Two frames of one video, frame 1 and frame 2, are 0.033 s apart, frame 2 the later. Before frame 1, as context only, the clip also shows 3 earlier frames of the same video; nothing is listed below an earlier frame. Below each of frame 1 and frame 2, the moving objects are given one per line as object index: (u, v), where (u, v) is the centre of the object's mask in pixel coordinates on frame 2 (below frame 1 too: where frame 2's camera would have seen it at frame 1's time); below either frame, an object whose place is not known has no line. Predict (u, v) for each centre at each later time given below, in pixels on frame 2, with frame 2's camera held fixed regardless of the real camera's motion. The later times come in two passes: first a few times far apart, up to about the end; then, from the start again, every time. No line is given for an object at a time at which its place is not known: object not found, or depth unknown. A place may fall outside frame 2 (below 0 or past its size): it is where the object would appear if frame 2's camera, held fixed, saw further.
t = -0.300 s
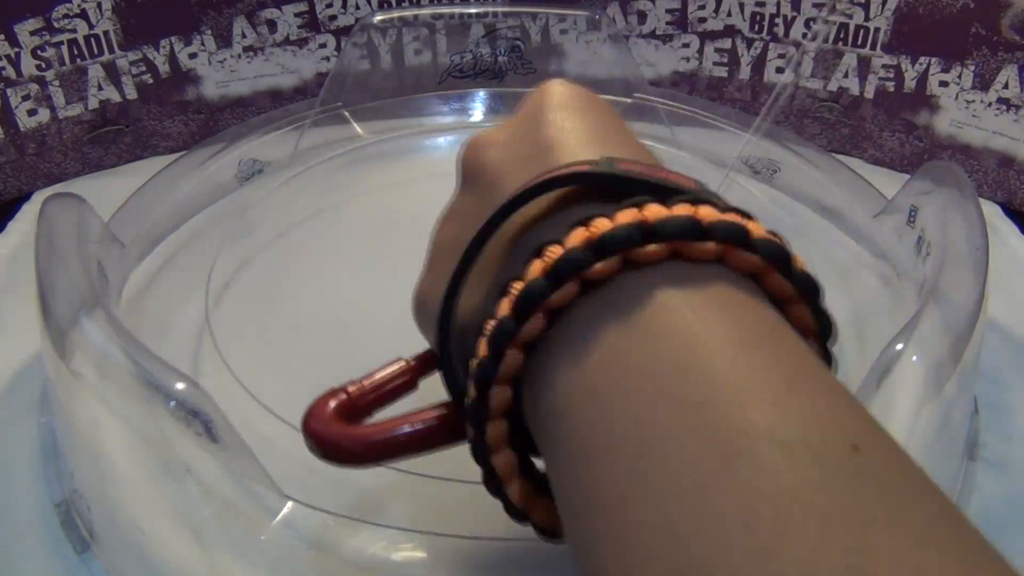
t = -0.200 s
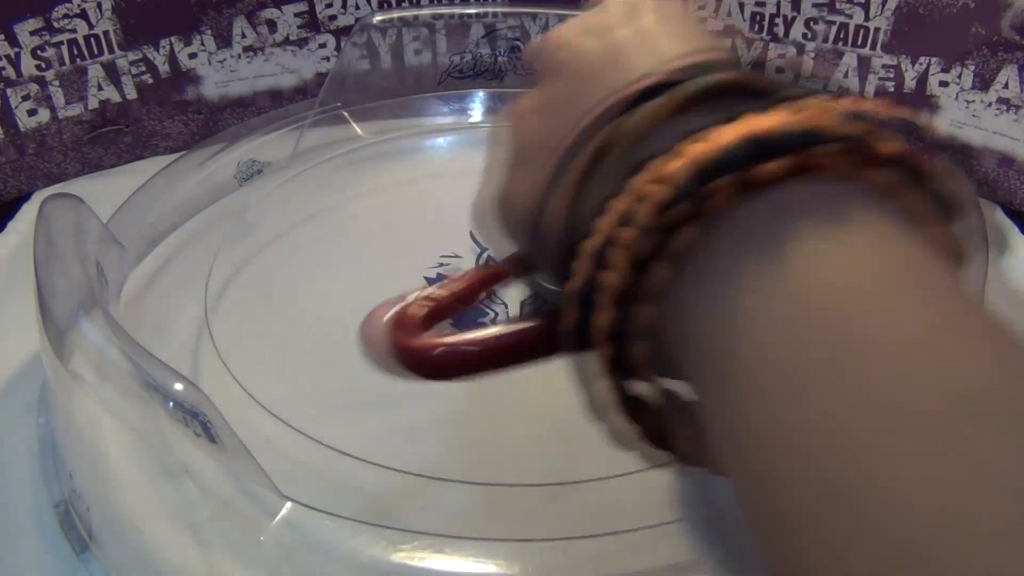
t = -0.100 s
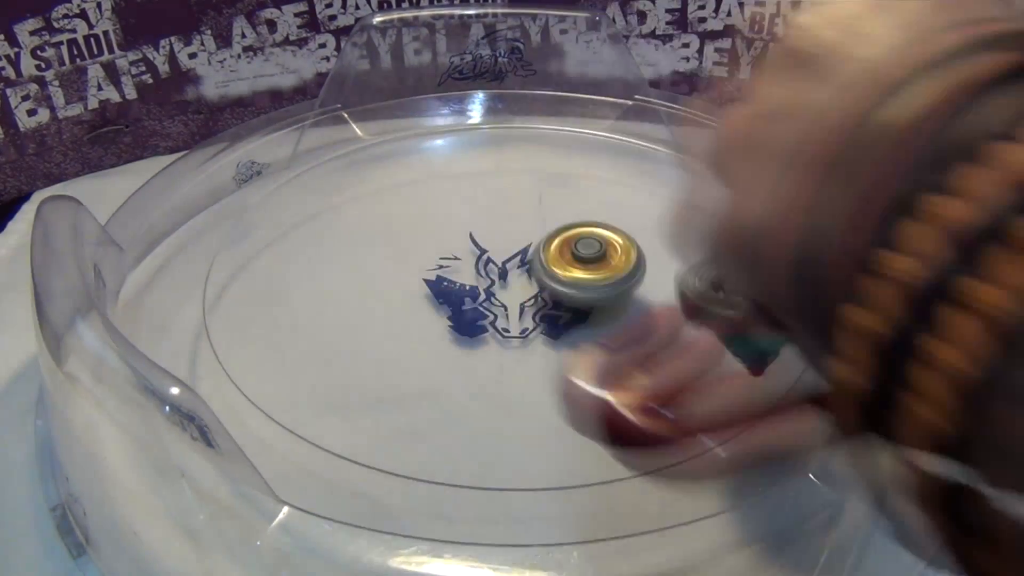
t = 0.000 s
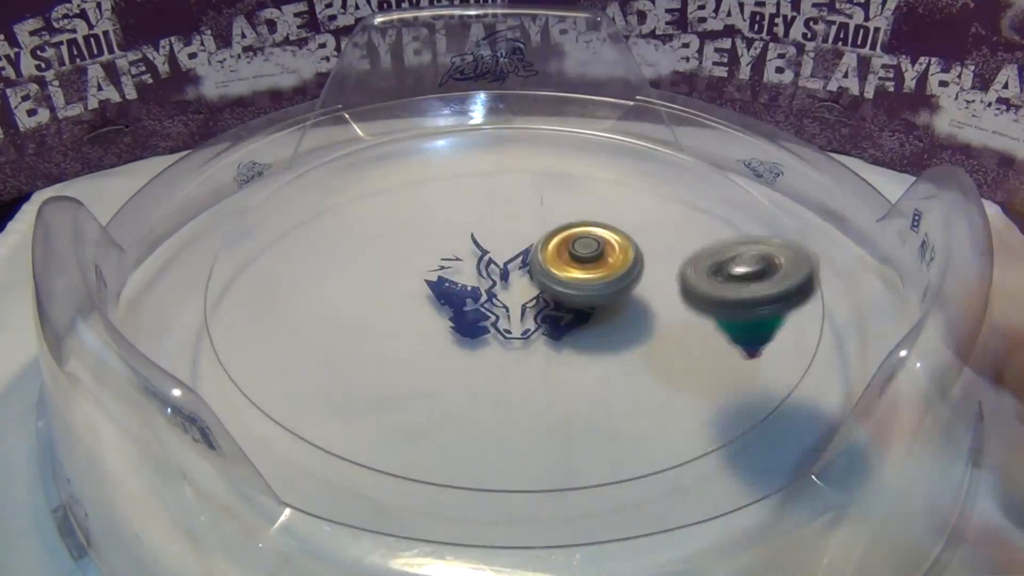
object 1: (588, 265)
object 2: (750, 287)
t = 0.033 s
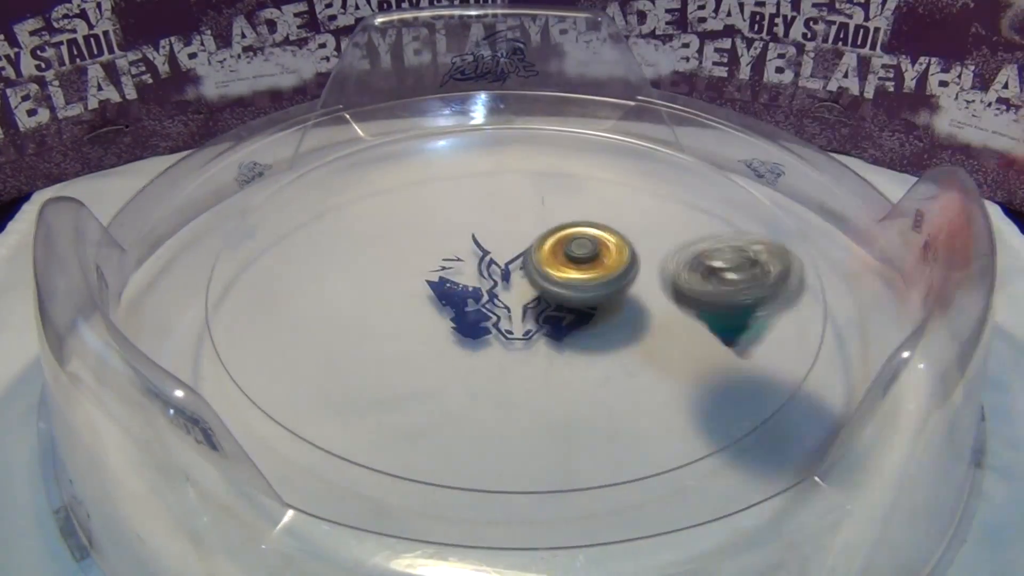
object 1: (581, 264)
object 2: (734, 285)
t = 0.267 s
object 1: (427, 188)
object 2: (554, 307)
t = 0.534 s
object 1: (379, 223)
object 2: (598, 370)
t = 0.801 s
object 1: (425, 181)
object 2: (593, 206)
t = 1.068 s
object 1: (475, 155)
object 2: (599, 256)
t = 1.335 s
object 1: (529, 212)
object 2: (629, 317)
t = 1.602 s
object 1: (493, 240)
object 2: (624, 278)
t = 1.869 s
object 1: (362, 137)
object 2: (640, 393)
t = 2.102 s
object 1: (365, 203)
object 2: (665, 346)
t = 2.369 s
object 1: (374, 220)
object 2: (520, 399)
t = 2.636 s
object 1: (462, 198)
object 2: (722, 384)
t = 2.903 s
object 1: (513, 237)
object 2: (610, 270)
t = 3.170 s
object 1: (467, 208)
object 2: (444, 285)
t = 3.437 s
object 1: (448, 247)
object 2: (518, 340)
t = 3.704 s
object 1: (433, 220)
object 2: (600, 257)
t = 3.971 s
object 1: (472, 232)
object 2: (612, 251)
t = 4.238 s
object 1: (463, 194)
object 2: (638, 338)
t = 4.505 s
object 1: (489, 260)
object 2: (645, 374)
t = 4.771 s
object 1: (575, 325)
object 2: (488, 339)
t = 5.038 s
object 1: (629, 298)
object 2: (289, 276)
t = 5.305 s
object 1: (542, 321)
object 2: (361, 233)
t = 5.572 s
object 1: (464, 336)
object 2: (517, 171)
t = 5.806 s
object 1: (465, 326)
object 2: (584, 157)
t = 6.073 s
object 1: (474, 304)
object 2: (630, 261)
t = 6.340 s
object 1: (459, 280)
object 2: (653, 348)
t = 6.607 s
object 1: (447, 263)
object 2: (508, 338)
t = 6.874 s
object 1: (460, 255)
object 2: (348, 268)
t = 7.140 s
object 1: (490, 244)
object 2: (372, 229)
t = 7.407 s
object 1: (720, 253)
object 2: (305, 210)
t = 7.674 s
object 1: (629, 289)
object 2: (476, 264)
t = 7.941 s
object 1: (713, 330)
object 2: (428, 228)
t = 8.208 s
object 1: (571, 312)
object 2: (401, 240)
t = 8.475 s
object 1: (561, 333)
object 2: (408, 217)
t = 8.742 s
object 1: (502, 338)
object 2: (462, 246)
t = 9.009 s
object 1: (423, 342)
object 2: (588, 229)
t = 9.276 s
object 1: (432, 303)
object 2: (580, 242)
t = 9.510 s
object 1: (443, 255)
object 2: (534, 285)
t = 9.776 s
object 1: (470, 233)
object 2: (514, 304)
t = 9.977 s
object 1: (512, 228)
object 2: (493, 283)
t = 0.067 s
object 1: (576, 264)
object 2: (706, 274)
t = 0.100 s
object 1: (566, 265)
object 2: (671, 267)
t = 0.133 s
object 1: (538, 247)
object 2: (635, 259)
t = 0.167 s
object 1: (511, 230)
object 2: (622, 266)
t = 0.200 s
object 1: (483, 217)
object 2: (602, 285)
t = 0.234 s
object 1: (452, 200)
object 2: (580, 292)
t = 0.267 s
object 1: (427, 188)
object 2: (554, 307)
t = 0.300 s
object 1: (407, 179)
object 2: (531, 323)
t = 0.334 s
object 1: (390, 172)
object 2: (519, 339)
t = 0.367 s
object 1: (377, 172)
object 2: (518, 355)
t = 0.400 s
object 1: (369, 175)
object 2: (531, 371)
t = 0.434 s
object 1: (365, 182)
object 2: (555, 381)
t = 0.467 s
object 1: (364, 191)
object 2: (574, 382)
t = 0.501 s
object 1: (370, 208)
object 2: (589, 378)
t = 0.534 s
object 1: (379, 223)
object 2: (598, 370)
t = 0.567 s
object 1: (392, 241)
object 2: (607, 359)
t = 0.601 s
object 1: (404, 256)
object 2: (609, 343)
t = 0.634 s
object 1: (424, 275)
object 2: (600, 323)
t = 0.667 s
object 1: (442, 290)
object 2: (577, 303)
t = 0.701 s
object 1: (445, 275)
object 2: (567, 245)
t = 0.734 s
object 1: (439, 223)
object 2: (576, 213)
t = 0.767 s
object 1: (431, 189)
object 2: (586, 201)
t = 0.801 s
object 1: (425, 181)
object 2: (593, 206)
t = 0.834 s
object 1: (422, 192)
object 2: (603, 234)
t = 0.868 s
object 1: (421, 197)
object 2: (611, 296)
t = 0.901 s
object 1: (424, 165)
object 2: (611, 278)
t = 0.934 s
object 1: (431, 151)
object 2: (607, 264)
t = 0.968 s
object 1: (437, 159)
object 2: (604, 269)
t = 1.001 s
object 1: (446, 178)
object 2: (600, 295)
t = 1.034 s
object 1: (458, 160)
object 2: (602, 276)
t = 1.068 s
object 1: (475, 155)
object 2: (599, 256)
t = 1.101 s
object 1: (490, 172)
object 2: (598, 255)
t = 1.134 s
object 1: (506, 207)
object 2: (594, 270)
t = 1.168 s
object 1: (516, 209)
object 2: (592, 258)
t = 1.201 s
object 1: (519, 219)
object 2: (591, 253)
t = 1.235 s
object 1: (532, 218)
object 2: (593, 268)
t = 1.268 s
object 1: (536, 203)
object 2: (599, 290)
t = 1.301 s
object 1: (534, 197)
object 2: (612, 304)
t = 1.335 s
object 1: (529, 212)
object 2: (629, 317)
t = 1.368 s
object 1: (526, 203)
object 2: (651, 323)
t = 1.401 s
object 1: (521, 194)
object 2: (673, 323)
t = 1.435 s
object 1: (517, 207)
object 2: (691, 318)
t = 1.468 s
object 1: (512, 206)
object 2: (698, 310)
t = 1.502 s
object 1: (508, 208)
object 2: (694, 299)
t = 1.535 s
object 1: (503, 223)
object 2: (679, 291)
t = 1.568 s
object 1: (498, 230)
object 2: (655, 283)
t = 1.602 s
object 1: (493, 240)
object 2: (624, 278)
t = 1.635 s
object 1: (485, 249)
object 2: (585, 278)
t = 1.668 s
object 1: (467, 241)
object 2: (564, 286)
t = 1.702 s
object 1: (439, 210)
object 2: (561, 322)
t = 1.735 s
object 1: (416, 190)
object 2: (567, 345)
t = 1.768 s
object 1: (397, 169)
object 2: (582, 366)
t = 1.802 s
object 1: (381, 154)
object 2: (605, 381)
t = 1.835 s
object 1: (371, 138)
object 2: (629, 396)
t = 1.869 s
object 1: (362, 137)
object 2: (640, 393)
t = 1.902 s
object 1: (357, 133)
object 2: (649, 394)
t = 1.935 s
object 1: (355, 138)
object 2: (661, 391)
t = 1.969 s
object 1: (353, 143)
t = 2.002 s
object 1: (354, 153)
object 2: (691, 381)
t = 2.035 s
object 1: (356, 168)
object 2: (699, 365)
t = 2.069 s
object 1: (360, 185)
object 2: (688, 356)
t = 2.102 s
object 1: (365, 203)
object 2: (665, 346)
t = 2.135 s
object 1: (373, 225)
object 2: (634, 337)
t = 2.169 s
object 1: (383, 245)
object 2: (592, 327)
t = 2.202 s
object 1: (394, 264)
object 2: (548, 320)
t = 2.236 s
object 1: (404, 283)
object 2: (503, 309)
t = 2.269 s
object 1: (398, 257)
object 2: (503, 297)
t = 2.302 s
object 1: (390, 229)
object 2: (504, 308)
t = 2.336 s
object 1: (378, 224)
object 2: (506, 340)
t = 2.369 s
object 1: (374, 220)
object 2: (520, 399)
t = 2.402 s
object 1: (378, 186)
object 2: (555, 386)
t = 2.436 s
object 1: (382, 176)
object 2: (586, 396)
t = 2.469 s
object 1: (388, 186)
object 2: (616, 431)
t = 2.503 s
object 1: (401, 180)
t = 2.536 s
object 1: (414, 174)
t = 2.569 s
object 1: (428, 187)
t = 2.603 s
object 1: (447, 195)
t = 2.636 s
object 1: (462, 198)
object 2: (722, 384)
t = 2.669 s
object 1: (481, 217)
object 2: (718, 359)
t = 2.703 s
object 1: (500, 227)
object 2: (706, 342)
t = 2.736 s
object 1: (521, 237)
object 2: (687, 322)
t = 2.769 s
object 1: (538, 248)
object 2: (663, 304)
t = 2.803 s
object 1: (541, 265)
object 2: (633, 283)
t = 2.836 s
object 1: (531, 246)
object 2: (623, 258)
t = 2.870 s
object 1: (521, 234)
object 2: (616, 255)
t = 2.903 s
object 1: (513, 237)
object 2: (610, 270)
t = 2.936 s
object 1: (506, 226)
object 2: (598, 278)
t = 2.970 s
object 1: (494, 224)
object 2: (583, 267)
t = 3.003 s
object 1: (486, 222)
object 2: (567, 270)
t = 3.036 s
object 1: (476, 217)
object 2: (542, 263)
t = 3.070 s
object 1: (470, 215)
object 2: (513, 265)
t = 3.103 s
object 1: (467, 210)
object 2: (492, 266)
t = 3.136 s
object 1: (468, 207)
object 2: (466, 275)
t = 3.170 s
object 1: (467, 208)
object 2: (444, 285)
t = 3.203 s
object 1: (466, 210)
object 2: (429, 296)
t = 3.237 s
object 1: (465, 211)
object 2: (418, 309)
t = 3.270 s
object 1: (464, 214)
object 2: (417, 322)
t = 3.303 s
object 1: (461, 219)
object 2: (424, 335)
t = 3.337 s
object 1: (458, 225)
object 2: (440, 345)
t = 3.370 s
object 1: (454, 232)
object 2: (465, 351)
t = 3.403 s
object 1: (451, 238)
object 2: (493, 349)
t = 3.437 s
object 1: (448, 247)
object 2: (518, 340)
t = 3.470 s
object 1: (447, 255)
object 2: (537, 328)
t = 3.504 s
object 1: (446, 260)
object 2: (550, 310)
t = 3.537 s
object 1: (447, 265)
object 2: (552, 292)
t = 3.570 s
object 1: (448, 271)
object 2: (545, 275)
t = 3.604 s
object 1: (448, 257)
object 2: (556, 248)
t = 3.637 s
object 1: (442, 244)
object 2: (568, 240)
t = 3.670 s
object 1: (435, 236)
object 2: (583, 255)
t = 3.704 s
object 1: (433, 220)
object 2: (600, 257)
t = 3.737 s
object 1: (431, 220)
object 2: (612, 259)
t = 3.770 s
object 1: (432, 213)
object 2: (620, 263)
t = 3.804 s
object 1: (434, 211)
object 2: (622, 266)
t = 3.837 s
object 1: (439, 211)
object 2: (619, 267)
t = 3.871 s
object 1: (445, 212)
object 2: (616, 265)
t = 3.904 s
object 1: (453, 215)
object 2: (614, 261)
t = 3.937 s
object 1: (462, 222)
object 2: (615, 257)
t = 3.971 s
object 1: (472, 232)
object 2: (612, 251)
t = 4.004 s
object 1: (480, 241)
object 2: (602, 248)
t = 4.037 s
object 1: (486, 250)
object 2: (591, 245)
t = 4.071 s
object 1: (489, 243)
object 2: (586, 236)
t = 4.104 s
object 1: (485, 227)
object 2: (594, 240)
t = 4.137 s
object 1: (480, 216)
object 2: (611, 272)
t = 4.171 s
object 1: (473, 205)
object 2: (622, 312)
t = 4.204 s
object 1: (467, 197)
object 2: (631, 318)
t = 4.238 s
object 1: (463, 194)
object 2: (638, 338)
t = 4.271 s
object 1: (461, 191)
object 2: (641, 341)
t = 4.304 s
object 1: (461, 196)
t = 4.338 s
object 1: (464, 203)
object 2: (652, 346)
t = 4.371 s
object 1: (466, 212)
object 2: (657, 350)
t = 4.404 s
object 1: (471, 225)
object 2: (660, 355)
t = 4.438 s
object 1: (476, 236)
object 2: (659, 363)
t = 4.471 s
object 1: (482, 250)
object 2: (654, 369)
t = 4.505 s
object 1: (489, 260)
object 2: (645, 374)
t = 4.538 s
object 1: (498, 273)
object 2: (632, 377)
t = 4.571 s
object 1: (505, 283)
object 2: (618, 378)
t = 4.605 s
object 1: (514, 296)
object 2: (603, 375)
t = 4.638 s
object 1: (519, 299)
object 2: (585, 371)
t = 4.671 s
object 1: (528, 300)
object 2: (564, 366)
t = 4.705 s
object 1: (542, 298)
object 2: (542, 362)
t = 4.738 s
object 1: (571, 308)
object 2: (520, 354)
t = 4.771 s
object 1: (575, 325)
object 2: (488, 339)
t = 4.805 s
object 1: (584, 319)
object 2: (440, 335)
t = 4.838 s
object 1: (601, 317)
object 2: (412, 328)
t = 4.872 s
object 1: (616, 314)
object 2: (385, 320)
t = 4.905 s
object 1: (628, 308)
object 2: (361, 312)
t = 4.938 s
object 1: (631, 305)
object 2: (340, 303)
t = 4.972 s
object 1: (634, 301)
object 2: (319, 293)
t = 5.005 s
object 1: (633, 299)
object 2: (302, 285)
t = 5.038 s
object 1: (629, 298)
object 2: (289, 276)
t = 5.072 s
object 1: (623, 300)
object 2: (281, 269)
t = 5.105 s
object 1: (616, 299)
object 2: (279, 261)
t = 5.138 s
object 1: (606, 301)
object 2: (283, 256)
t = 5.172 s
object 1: (595, 305)
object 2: (291, 252)
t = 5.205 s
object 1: (583, 309)
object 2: (303, 249)
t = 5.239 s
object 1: (568, 313)
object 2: (320, 244)
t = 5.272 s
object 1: (555, 318)
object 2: (340, 240)
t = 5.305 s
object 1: (542, 321)
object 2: (361, 233)
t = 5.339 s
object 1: (528, 326)
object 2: (382, 227)
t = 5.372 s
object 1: (514, 329)
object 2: (404, 219)
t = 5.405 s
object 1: (501, 331)
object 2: (424, 211)
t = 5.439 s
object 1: (491, 334)
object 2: (445, 202)
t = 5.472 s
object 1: (481, 335)
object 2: (464, 194)
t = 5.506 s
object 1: (475, 336)
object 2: (483, 186)
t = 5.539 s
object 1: (467, 335)
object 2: (500, 178)
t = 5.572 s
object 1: (464, 336)
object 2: (517, 171)
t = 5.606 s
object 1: (460, 335)
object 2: (532, 164)
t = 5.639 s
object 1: (459, 334)
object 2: (546, 159)
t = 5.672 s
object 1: (459, 332)
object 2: (559, 153)
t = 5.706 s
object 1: (459, 332)
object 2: (567, 150)
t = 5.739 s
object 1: (461, 330)
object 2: (574, 149)
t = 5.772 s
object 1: (463, 329)
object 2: (580, 152)
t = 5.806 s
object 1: (465, 326)
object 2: (584, 157)
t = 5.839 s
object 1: (467, 325)
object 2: (587, 166)
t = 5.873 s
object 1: (468, 322)
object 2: (591, 177)
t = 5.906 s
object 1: (470, 319)
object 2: (596, 191)
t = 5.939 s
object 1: (472, 317)
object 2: (602, 204)
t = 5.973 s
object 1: (472, 313)
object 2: (609, 218)
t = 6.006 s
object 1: (473, 311)
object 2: (617, 233)
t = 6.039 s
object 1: (474, 307)
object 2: (623, 246)
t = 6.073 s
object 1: (474, 304)
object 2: (630, 261)
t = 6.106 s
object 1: (474, 301)
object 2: (638, 274)
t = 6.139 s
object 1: (472, 298)
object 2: (644, 288)
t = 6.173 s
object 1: (470, 295)
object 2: (648, 299)
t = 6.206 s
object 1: (469, 291)
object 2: (652, 311)
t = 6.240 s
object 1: (466, 288)
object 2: (656, 323)
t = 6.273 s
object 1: (465, 285)
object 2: (656, 332)
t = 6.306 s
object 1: (461, 283)
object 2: (656, 341)
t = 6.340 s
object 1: (459, 280)
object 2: (653, 348)
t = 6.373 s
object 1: (457, 277)
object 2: (646, 352)
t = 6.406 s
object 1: (455, 275)
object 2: (637, 355)
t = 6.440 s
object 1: (453, 273)
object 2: (623, 355)
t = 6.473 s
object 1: (451, 271)
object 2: (604, 354)
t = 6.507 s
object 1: (450, 269)
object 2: (585, 352)
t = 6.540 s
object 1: (450, 267)
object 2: (561, 349)
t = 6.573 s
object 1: (449, 266)
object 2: (535, 344)
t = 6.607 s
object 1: (447, 263)
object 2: (508, 338)
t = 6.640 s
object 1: (447, 259)
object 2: (485, 332)
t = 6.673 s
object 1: (446, 255)
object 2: (459, 325)
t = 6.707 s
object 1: (451, 252)
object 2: (439, 315)
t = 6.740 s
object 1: (455, 251)
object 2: (418, 306)
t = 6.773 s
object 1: (460, 254)
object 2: (397, 296)
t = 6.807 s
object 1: (461, 256)
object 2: (379, 288)
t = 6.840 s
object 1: (460, 257)
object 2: (361, 276)
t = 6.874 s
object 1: (460, 255)
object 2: (348, 268)
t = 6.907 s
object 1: (461, 254)
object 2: (338, 260)
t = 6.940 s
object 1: (465, 253)
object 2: (331, 253)
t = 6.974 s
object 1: (468, 251)
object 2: (328, 246)
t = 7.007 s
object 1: (472, 251)
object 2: (328, 242)
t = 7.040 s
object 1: (477, 248)
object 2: (333, 238)
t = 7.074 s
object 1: (482, 247)
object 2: (343, 234)
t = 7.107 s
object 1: (487, 245)
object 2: (356, 232)
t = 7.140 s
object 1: (490, 244)
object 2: (372, 229)
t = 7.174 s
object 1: (496, 244)
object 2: (389, 225)
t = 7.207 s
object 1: (525, 235)
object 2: (382, 206)
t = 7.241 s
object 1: (568, 233)
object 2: (361, 202)
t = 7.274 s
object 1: (614, 243)
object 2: (344, 201)
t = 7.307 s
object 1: (647, 241)
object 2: (325, 197)
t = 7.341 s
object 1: (680, 245)
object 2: (311, 198)
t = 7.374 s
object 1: (700, 242)
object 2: (305, 203)
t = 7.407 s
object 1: (720, 253)
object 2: (305, 210)
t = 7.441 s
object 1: (729, 258)
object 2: (312, 220)
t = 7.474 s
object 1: (730, 261)
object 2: (327, 230)
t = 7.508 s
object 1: (724, 267)
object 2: (348, 240)
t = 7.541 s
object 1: (711, 274)
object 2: (371, 247)
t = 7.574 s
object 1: (695, 278)
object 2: (395, 253)
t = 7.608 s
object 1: (675, 283)
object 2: (423, 258)
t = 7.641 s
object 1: (656, 286)
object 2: (449, 261)
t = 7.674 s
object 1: (629, 289)
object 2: (476, 264)
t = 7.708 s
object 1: (609, 294)
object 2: (499, 265)
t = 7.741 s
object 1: (630, 288)
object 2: (479, 253)
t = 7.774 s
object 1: (660, 301)
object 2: (458, 248)
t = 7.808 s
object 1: (681, 308)
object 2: (443, 234)
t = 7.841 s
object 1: (697, 316)
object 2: (433, 236)
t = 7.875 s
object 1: (711, 325)
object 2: (428, 227)
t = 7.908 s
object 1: (715, 326)
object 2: (426, 228)
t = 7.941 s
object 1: (713, 330)
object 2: (428, 228)
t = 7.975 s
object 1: (705, 331)
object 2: (428, 228)
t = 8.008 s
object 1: (693, 330)
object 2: (427, 228)
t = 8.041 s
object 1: (676, 329)
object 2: (421, 228)
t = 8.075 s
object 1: (659, 326)
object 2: (413, 227)
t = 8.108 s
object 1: (638, 322)
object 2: (406, 227)
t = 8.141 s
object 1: (618, 320)
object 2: (400, 230)
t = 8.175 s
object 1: (596, 315)
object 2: (398, 234)
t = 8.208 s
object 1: (571, 312)
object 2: (401, 240)
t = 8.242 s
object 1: (548, 309)
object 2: (409, 245)
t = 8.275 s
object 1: (528, 305)
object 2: (420, 250)
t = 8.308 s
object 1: (518, 302)
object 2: (429, 245)
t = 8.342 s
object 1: (530, 300)
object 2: (419, 235)
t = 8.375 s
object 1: (542, 317)
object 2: (412, 231)
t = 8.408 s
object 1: (553, 325)
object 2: (411, 224)
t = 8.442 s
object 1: (559, 329)
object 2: (409, 219)
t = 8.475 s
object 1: (561, 333)
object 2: (408, 217)
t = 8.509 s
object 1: (558, 337)
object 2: (405, 217)
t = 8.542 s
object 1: (554, 339)
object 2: (403, 220)
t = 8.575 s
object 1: (547, 341)
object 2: (405, 223)
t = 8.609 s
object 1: (540, 341)
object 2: (411, 229)
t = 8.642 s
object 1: (533, 339)
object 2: (420, 232)
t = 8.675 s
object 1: (522, 340)
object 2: (434, 238)
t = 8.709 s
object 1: (511, 336)
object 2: (447, 242)
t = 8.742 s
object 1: (502, 338)
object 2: (462, 246)
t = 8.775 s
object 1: (494, 334)
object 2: (480, 251)
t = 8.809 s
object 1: (485, 334)
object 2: (495, 252)
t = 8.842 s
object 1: (468, 338)
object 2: (517, 254)
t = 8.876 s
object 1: (454, 340)
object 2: (542, 243)
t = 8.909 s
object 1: (443, 342)
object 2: (557, 238)
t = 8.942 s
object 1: (435, 345)
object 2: (569, 233)
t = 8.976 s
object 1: (428, 345)
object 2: (578, 232)
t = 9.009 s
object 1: (423, 342)
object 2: (588, 229)
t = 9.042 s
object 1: (419, 338)
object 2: (596, 228)
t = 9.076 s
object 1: (417, 336)
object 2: (600, 227)
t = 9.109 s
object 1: (417, 330)
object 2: (602, 227)
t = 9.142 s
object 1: (417, 325)
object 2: (602, 228)
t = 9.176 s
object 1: (420, 320)
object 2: (599, 230)
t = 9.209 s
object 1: (422, 314)
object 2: (595, 233)
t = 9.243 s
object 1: (427, 310)
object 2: (587, 237)
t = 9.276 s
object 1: (432, 303)
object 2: (580, 242)
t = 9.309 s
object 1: (438, 297)
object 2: (570, 248)
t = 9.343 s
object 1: (443, 292)
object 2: (560, 255)
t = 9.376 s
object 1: (450, 285)
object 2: (550, 262)
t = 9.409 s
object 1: (450, 279)
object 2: (542, 267)
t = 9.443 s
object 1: (444, 270)
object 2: (535, 271)
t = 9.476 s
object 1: (443, 263)
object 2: (536, 279)
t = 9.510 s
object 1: (443, 255)
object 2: (534, 285)
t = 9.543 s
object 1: (446, 250)
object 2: (532, 291)
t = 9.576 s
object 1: (447, 246)
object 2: (528, 295)
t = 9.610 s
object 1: (450, 243)
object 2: (527, 300)
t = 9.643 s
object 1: (453, 242)
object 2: (524, 302)
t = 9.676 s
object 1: (458, 239)
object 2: (522, 305)
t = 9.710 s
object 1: (462, 236)
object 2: (519, 305)
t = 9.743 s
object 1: (466, 234)
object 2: (517, 306)
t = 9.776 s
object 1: (470, 233)
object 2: (514, 304)
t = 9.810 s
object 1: (478, 231)
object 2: (513, 302)
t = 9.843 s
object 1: (483, 228)
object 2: (507, 299)
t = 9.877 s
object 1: (489, 229)
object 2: (505, 297)
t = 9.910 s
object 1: (495, 228)
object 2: (500, 292)
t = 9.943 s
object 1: (502, 227)
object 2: (497, 288)
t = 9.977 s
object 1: (512, 228)
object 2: (493, 283)
